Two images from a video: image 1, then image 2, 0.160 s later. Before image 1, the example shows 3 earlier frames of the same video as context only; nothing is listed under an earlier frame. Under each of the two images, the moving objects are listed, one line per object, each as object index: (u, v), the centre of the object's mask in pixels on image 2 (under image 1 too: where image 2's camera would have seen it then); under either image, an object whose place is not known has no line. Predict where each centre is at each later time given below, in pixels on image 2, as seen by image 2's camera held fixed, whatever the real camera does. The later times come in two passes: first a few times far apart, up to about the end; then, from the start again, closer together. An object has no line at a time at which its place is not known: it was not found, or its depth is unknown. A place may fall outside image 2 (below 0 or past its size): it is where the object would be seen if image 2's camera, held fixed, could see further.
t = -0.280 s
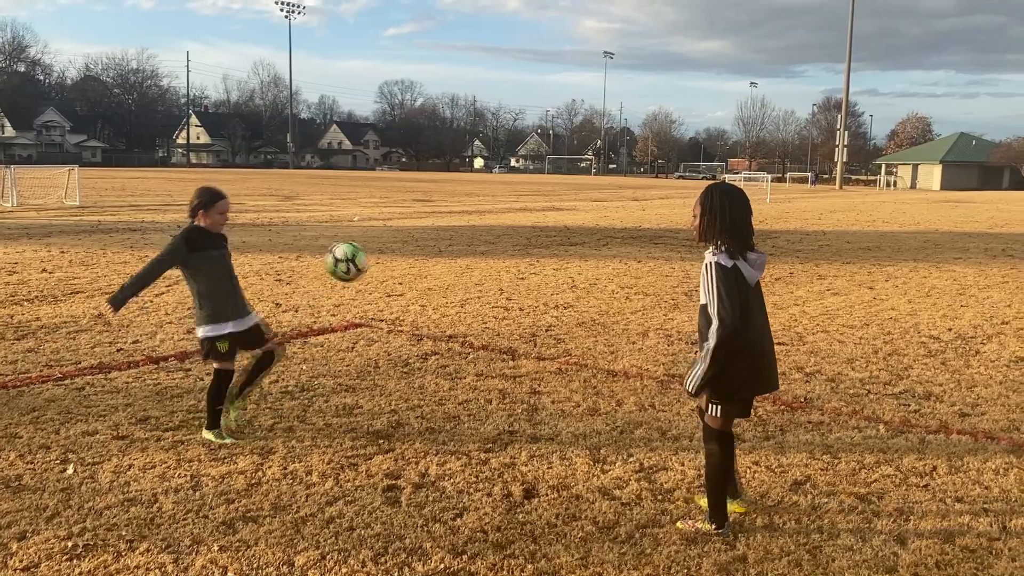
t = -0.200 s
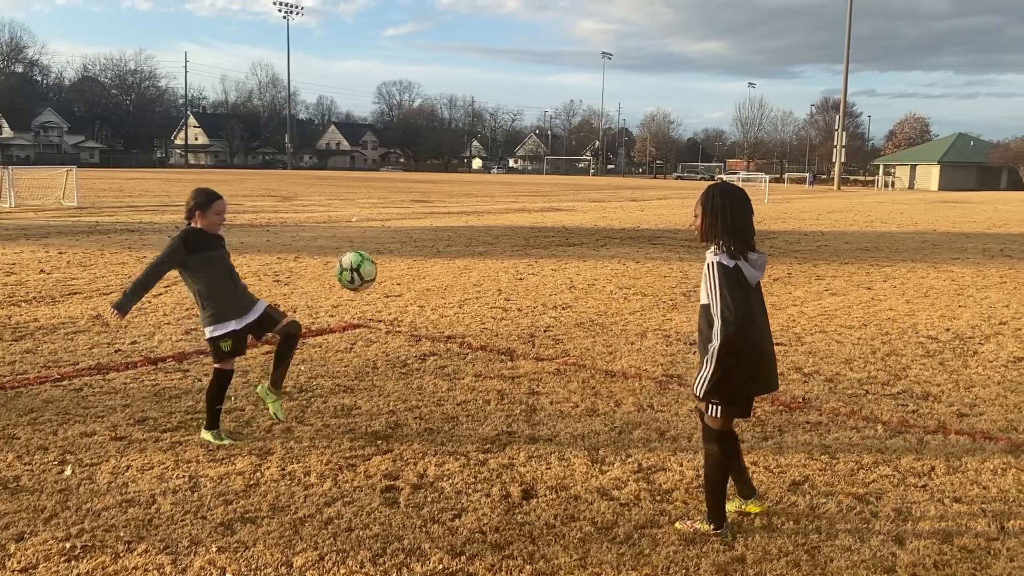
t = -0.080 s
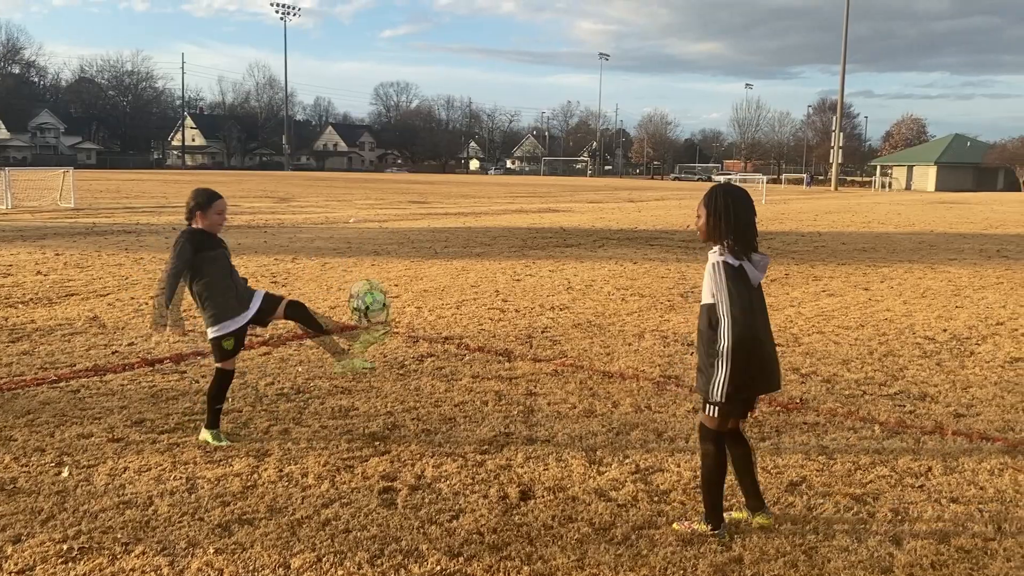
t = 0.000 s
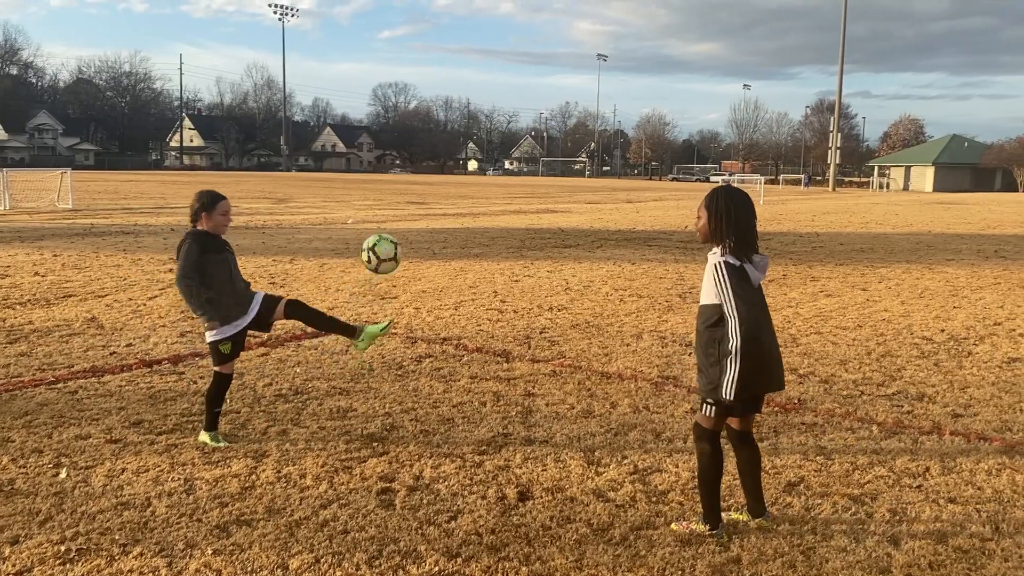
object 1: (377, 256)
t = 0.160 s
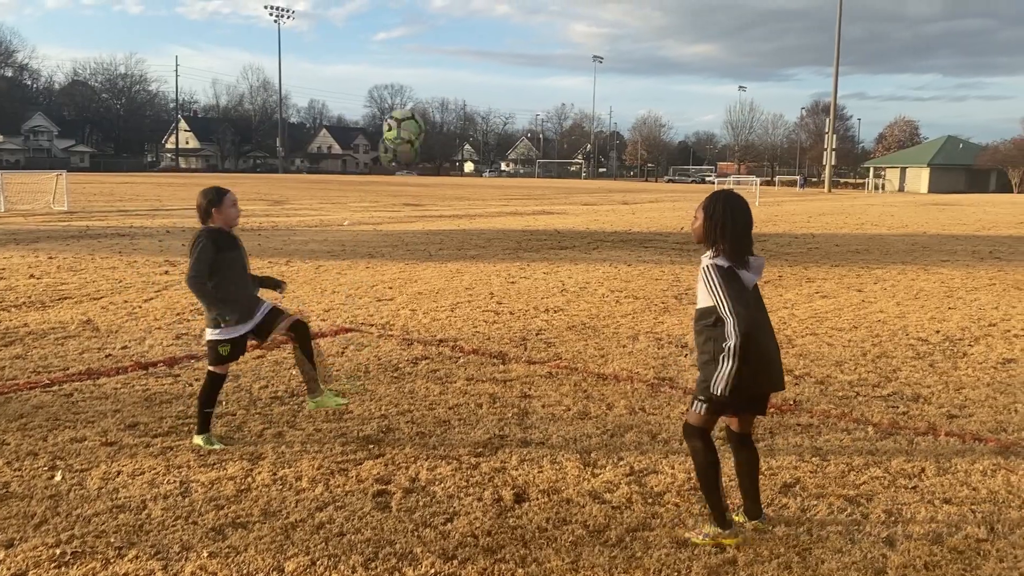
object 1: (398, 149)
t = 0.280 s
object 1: (420, 78)
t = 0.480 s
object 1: (452, 30)
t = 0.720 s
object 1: (486, 68)
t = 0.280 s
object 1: (420, 78)
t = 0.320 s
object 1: (425, 65)
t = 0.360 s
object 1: (433, 48)
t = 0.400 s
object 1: (440, 37)
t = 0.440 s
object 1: (445, 33)
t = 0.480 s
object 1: (452, 30)
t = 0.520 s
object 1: (458, 30)
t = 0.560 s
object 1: (463, 32)
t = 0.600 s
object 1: (470, 39)
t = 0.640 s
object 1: (476, 47)
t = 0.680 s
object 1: (481, 56)
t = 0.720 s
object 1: (486, 68)
